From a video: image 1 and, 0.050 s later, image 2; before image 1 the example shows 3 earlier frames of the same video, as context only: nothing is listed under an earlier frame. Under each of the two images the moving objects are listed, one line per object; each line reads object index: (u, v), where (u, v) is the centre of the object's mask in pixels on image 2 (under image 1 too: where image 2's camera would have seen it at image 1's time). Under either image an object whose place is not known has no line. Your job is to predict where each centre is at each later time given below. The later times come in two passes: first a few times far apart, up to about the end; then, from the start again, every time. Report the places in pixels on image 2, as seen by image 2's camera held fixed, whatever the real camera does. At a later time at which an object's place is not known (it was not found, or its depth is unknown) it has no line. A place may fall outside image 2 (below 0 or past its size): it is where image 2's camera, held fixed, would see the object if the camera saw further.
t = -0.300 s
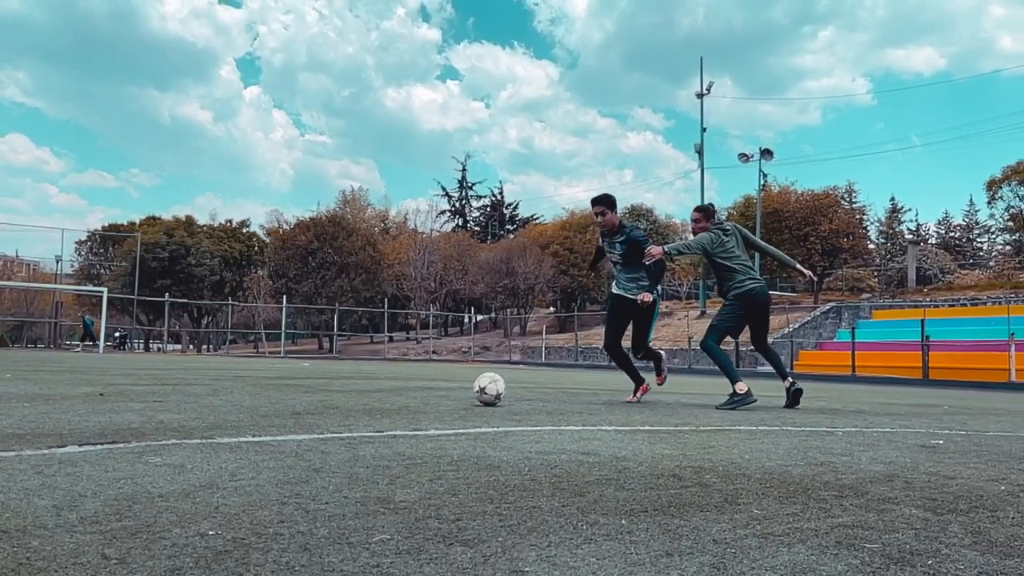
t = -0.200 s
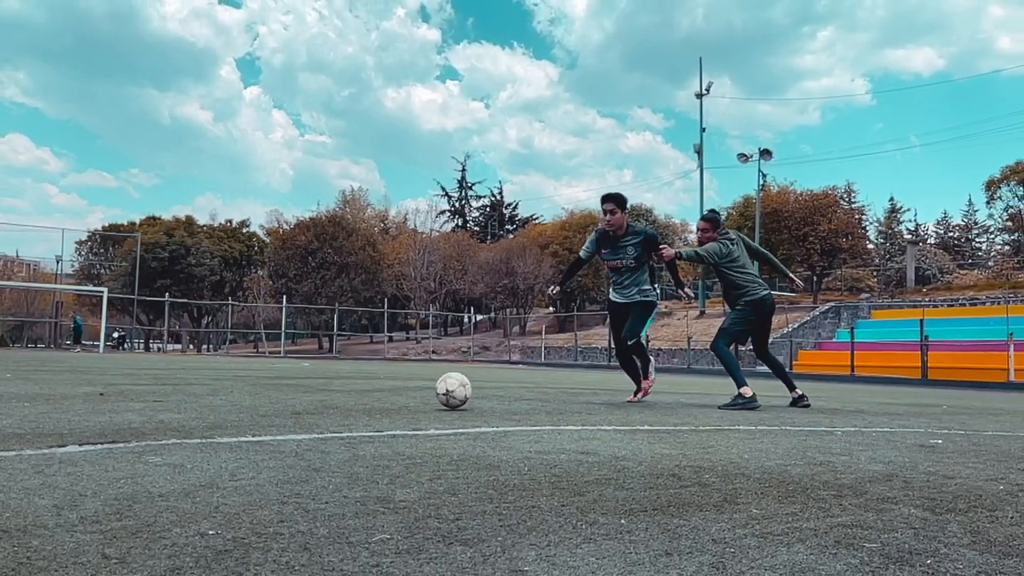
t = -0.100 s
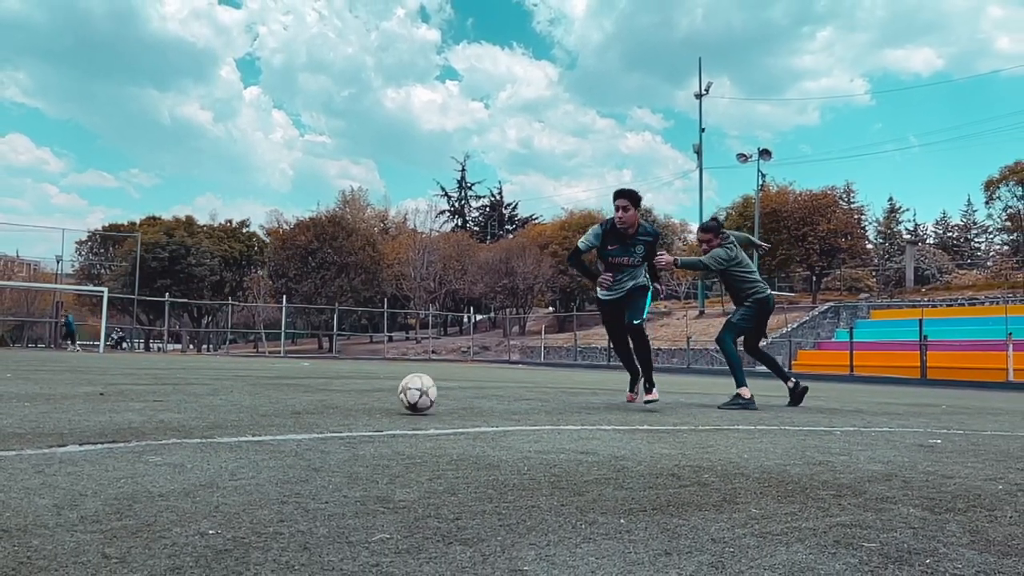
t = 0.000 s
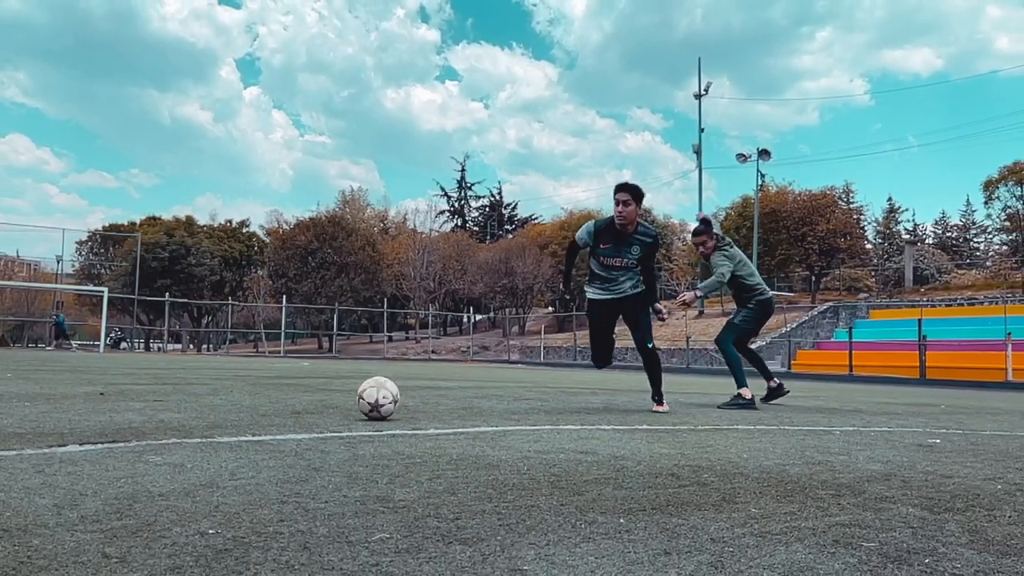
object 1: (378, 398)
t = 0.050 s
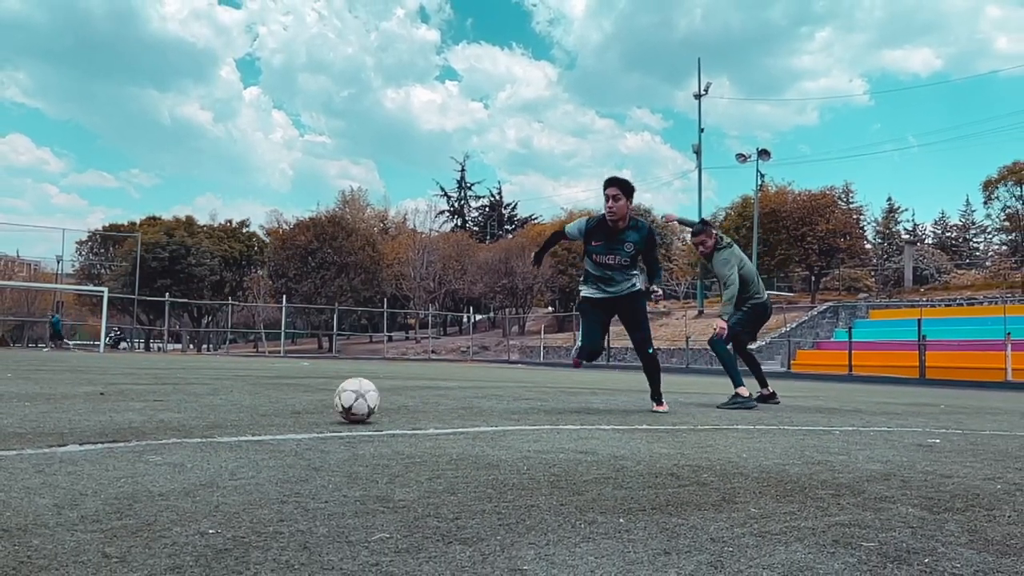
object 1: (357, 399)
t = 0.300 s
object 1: (213, 413)
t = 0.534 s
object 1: (15, 424)
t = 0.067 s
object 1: (349, 402)
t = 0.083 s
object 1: (341, 402)
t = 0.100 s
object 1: (333, 402)
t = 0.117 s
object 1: (325, 403)
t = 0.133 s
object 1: (316, 404)
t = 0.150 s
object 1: (309, 404)
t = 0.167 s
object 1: (298, 405)
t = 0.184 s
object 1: (288, 406)
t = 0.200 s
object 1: (279, 407)
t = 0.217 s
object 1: (271, 408)
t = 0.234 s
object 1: (259, 409)
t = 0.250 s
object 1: (247, 409)
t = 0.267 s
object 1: (236, 410)
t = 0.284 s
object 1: (225, 412)
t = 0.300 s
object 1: (213, 413)
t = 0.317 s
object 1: (200, 411)
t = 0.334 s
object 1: (188, 409)
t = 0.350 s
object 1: (175, 408)
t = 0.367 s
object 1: (161, 409)
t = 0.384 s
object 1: (147, 409)
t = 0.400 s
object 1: (132, 411)
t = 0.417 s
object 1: (119, 412)
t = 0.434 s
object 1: (103, 416)
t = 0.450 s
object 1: (86, 420)
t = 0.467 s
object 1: (68, 426)
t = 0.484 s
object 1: (49, 429)
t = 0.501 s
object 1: (34, 427)
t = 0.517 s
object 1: (23, 425)
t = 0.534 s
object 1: (15, 424)
